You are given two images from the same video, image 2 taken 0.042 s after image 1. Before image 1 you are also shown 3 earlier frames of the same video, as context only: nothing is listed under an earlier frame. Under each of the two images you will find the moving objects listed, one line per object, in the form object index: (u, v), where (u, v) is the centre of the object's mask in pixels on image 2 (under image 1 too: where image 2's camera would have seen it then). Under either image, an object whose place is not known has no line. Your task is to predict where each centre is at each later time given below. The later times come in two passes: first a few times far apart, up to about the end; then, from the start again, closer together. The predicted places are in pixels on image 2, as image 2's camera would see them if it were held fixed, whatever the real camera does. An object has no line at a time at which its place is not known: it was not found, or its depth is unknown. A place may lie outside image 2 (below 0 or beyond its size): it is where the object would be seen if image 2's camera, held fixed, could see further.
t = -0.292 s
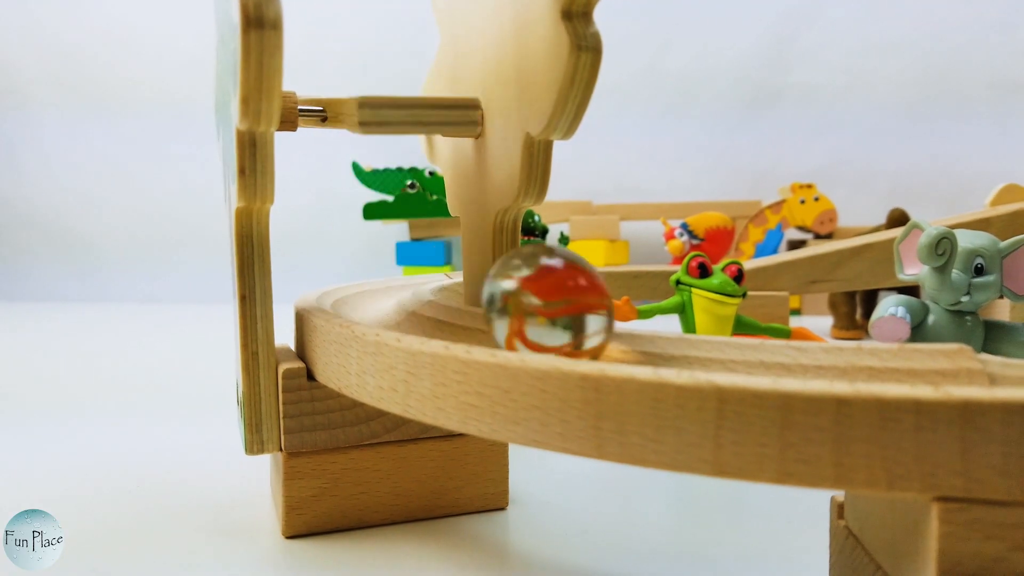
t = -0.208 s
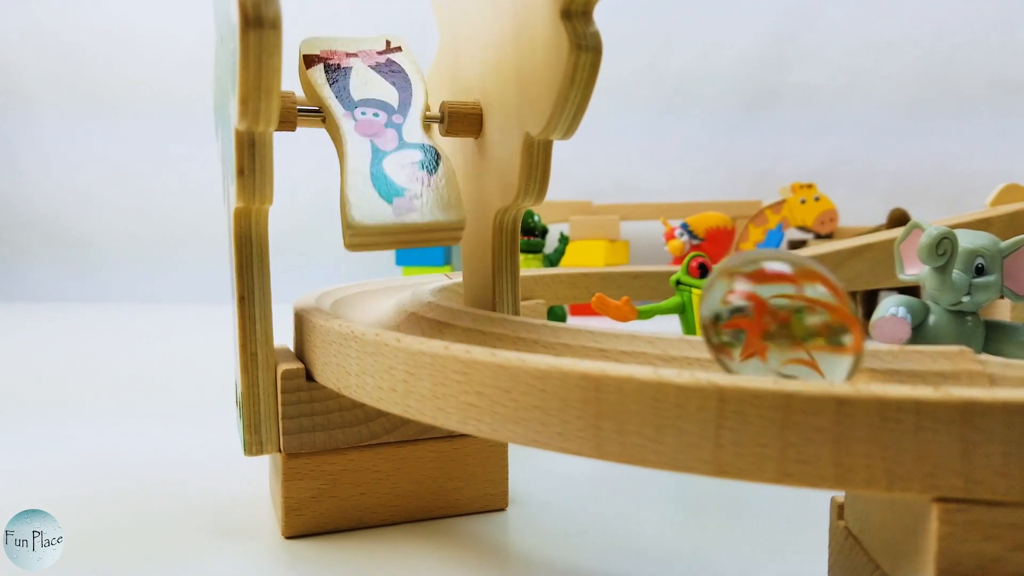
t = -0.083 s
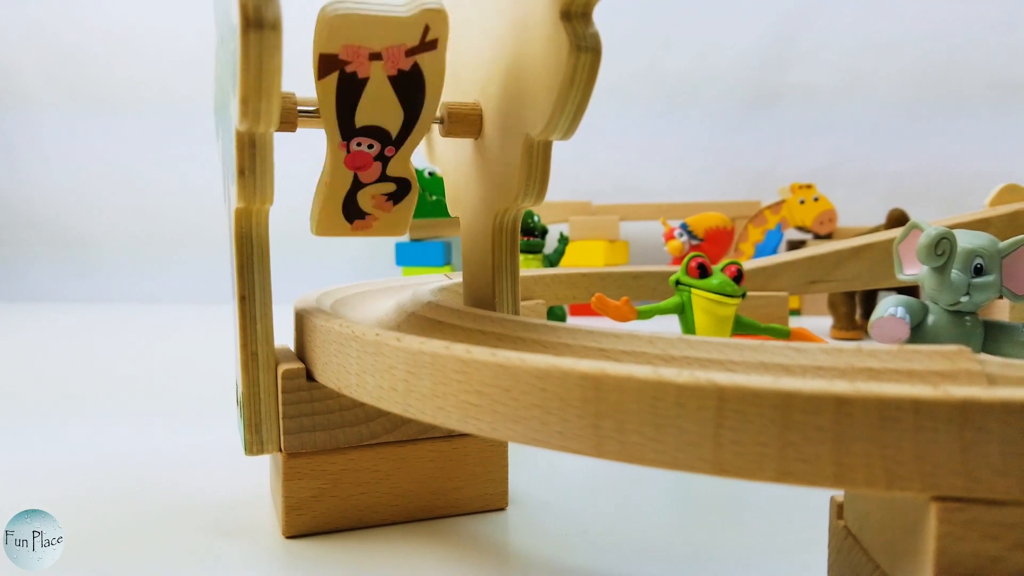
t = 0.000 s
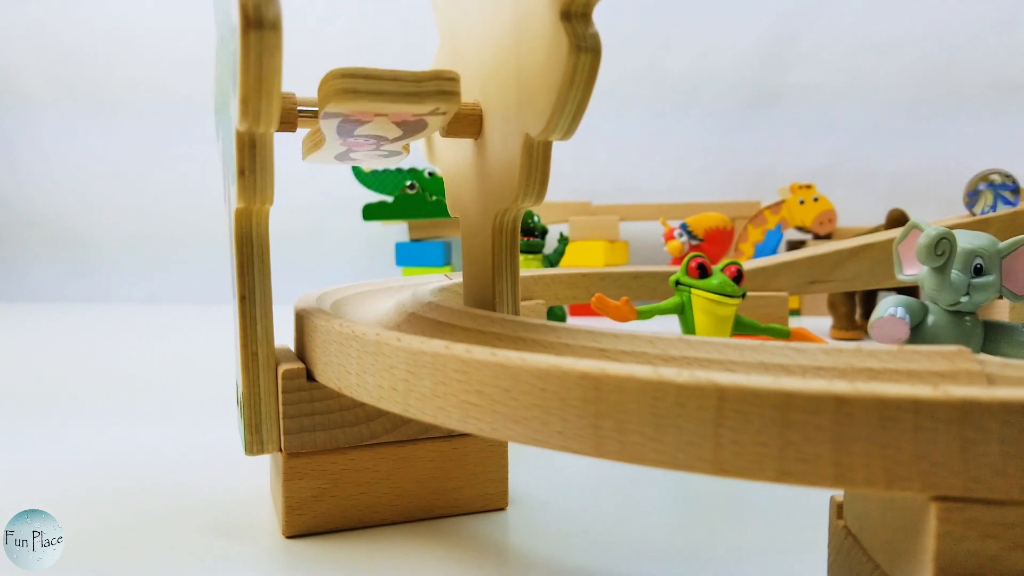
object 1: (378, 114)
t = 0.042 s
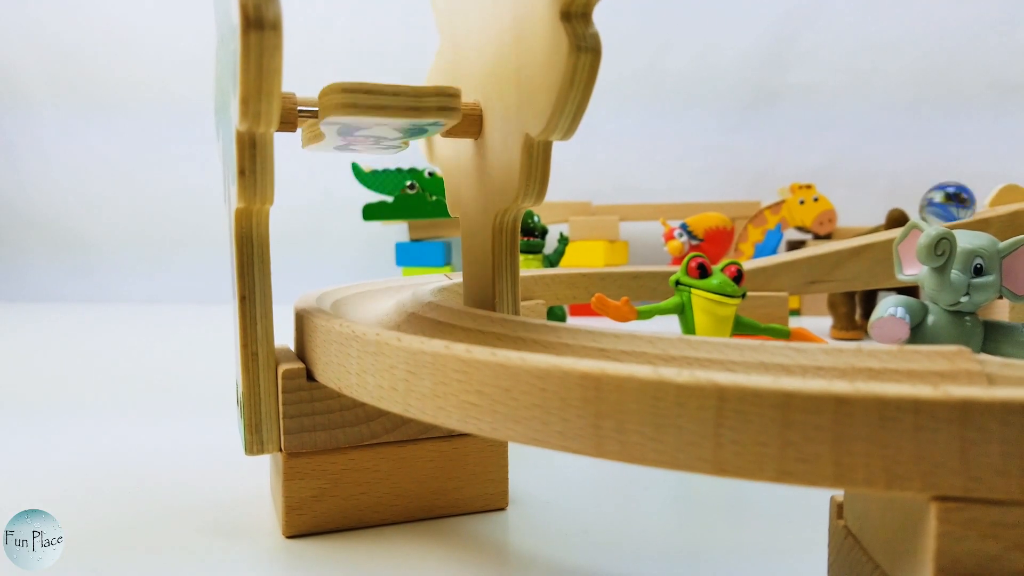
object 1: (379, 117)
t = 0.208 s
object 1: (375, 124)
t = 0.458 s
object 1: (380, 141)
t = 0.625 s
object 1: (374, 122)
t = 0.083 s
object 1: (378, 117)
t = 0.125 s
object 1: (377, 117)
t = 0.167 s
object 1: (376, 118)
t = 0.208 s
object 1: (375, 124)
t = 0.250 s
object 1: (376, 133)
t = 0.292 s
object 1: (377, 134)
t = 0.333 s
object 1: (380, 136)
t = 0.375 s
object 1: (381, 137)
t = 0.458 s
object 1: (380, 141)
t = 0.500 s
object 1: (378, 139)
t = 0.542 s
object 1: (375, 135)
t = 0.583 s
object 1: (374, 130)
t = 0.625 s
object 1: (374, 122)
